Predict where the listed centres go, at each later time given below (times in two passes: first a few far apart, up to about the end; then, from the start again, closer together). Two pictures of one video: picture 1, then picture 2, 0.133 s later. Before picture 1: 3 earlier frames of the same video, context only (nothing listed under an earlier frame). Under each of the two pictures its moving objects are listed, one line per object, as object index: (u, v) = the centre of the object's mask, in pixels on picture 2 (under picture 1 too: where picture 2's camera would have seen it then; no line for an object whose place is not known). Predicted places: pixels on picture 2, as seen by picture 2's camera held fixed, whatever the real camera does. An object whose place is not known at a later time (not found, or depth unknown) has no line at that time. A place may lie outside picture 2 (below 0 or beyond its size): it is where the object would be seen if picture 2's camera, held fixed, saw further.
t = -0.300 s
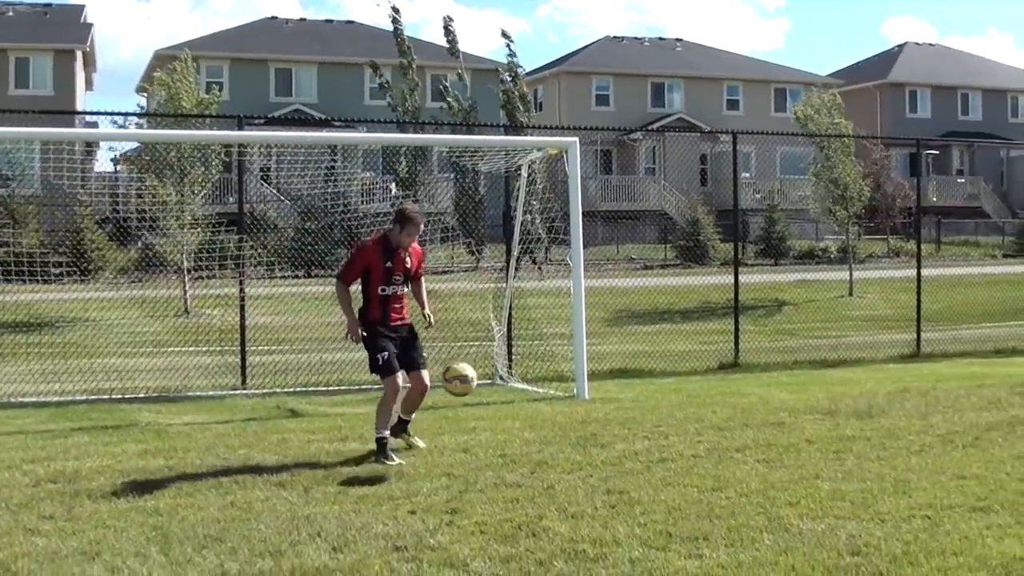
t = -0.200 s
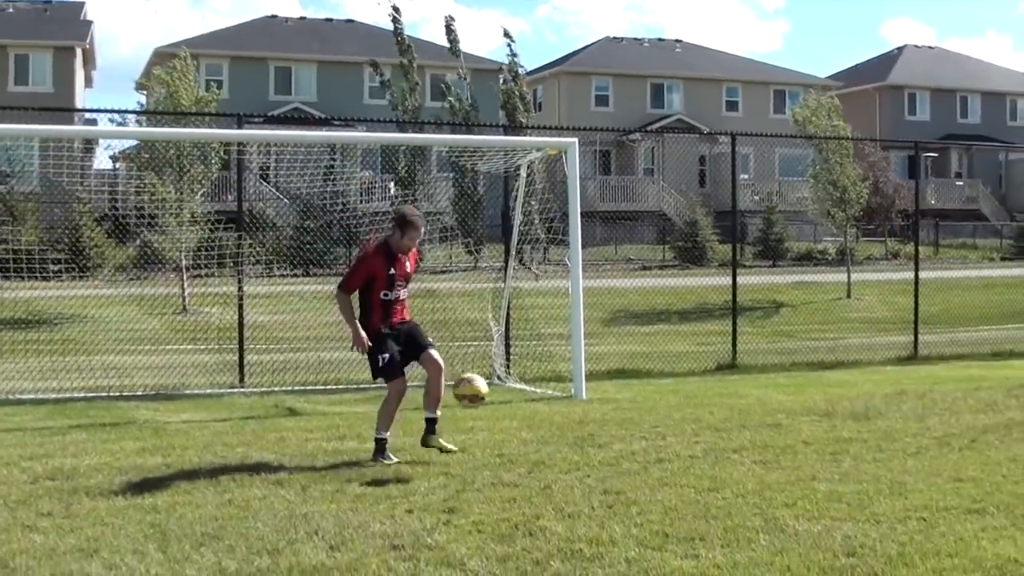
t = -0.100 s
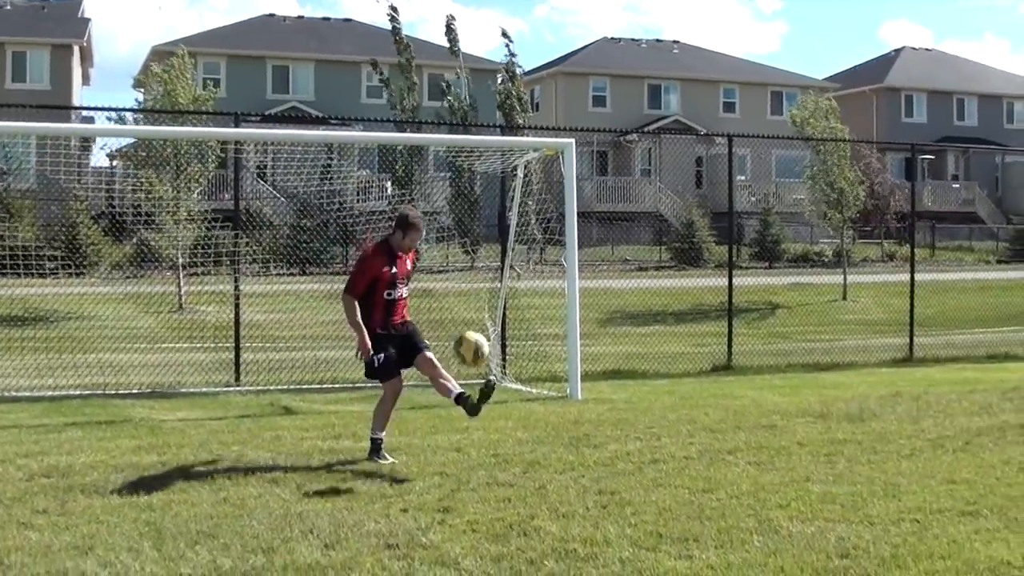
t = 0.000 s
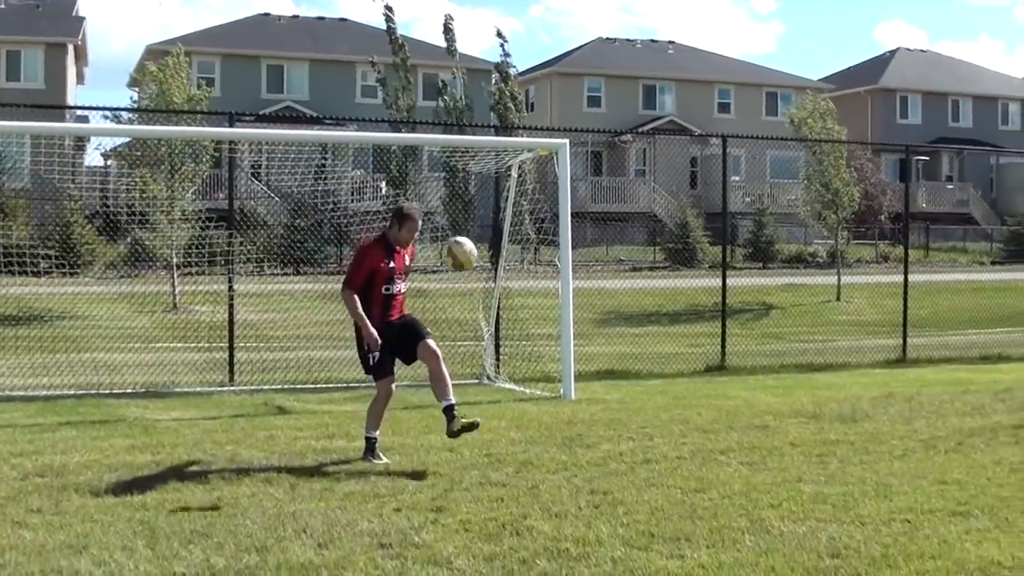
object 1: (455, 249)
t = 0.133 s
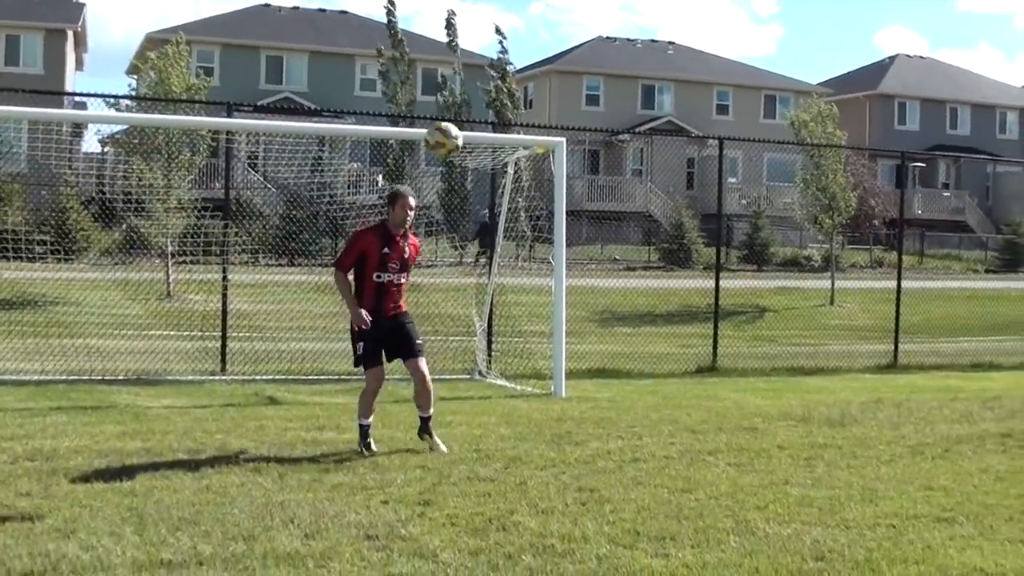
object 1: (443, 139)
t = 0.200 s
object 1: (438, 95)
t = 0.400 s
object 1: (406, -12)
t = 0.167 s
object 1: (441, 116)
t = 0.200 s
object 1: (438, 95)
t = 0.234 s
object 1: (433, 73)
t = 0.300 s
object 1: (424, 35)
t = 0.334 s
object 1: (418, 18)
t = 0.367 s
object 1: (413, 2)
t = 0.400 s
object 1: (406, -12)
